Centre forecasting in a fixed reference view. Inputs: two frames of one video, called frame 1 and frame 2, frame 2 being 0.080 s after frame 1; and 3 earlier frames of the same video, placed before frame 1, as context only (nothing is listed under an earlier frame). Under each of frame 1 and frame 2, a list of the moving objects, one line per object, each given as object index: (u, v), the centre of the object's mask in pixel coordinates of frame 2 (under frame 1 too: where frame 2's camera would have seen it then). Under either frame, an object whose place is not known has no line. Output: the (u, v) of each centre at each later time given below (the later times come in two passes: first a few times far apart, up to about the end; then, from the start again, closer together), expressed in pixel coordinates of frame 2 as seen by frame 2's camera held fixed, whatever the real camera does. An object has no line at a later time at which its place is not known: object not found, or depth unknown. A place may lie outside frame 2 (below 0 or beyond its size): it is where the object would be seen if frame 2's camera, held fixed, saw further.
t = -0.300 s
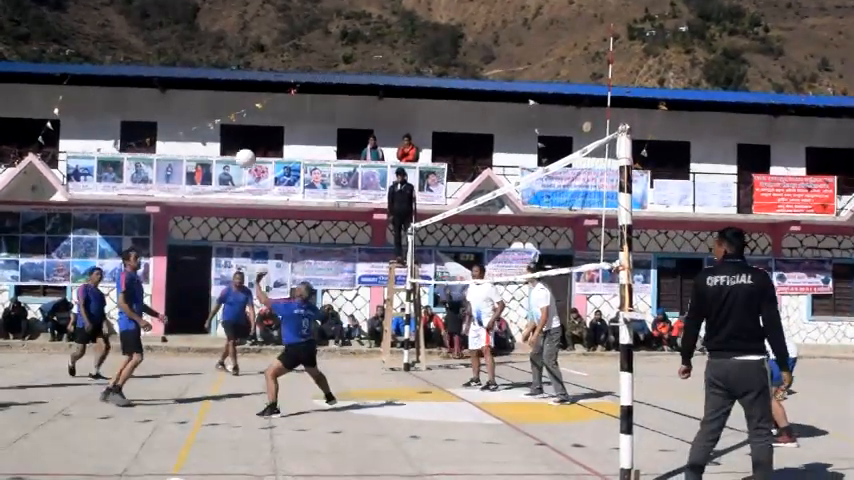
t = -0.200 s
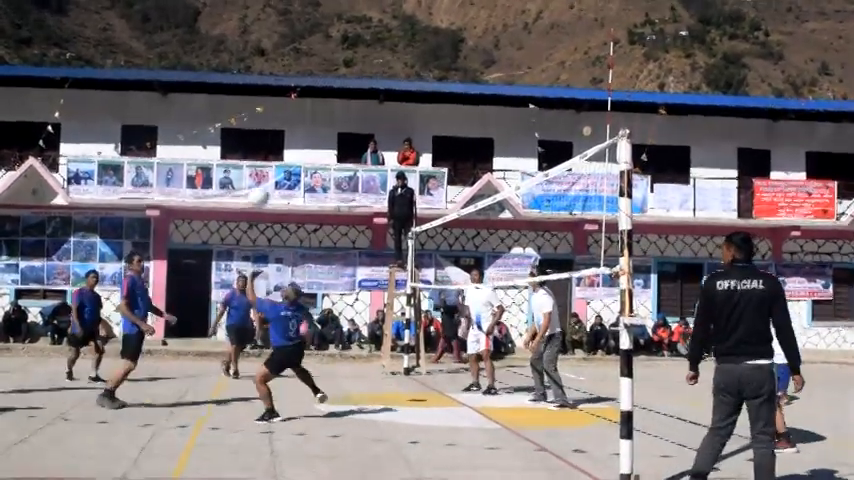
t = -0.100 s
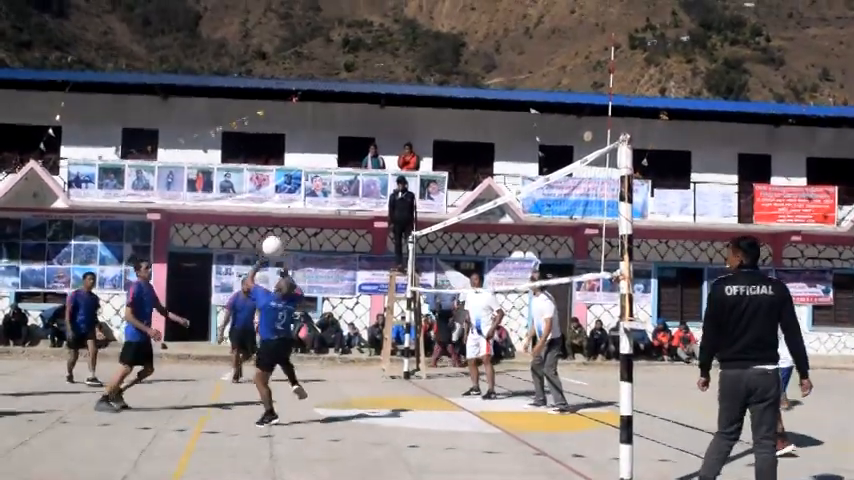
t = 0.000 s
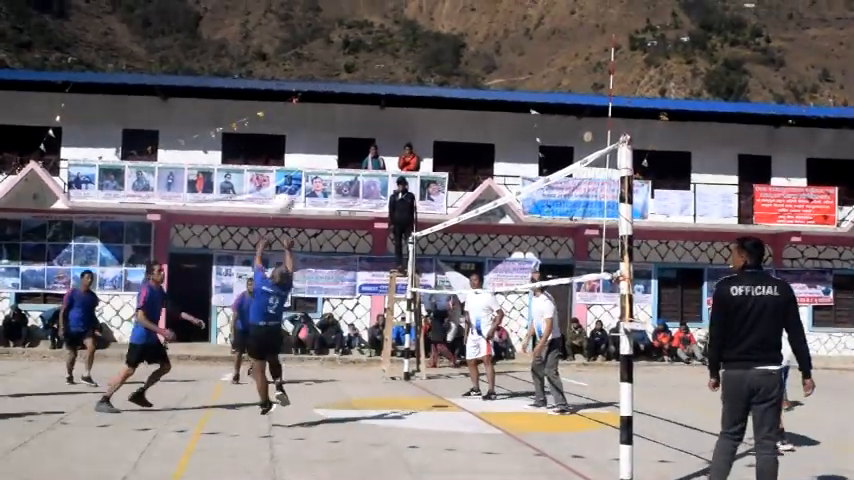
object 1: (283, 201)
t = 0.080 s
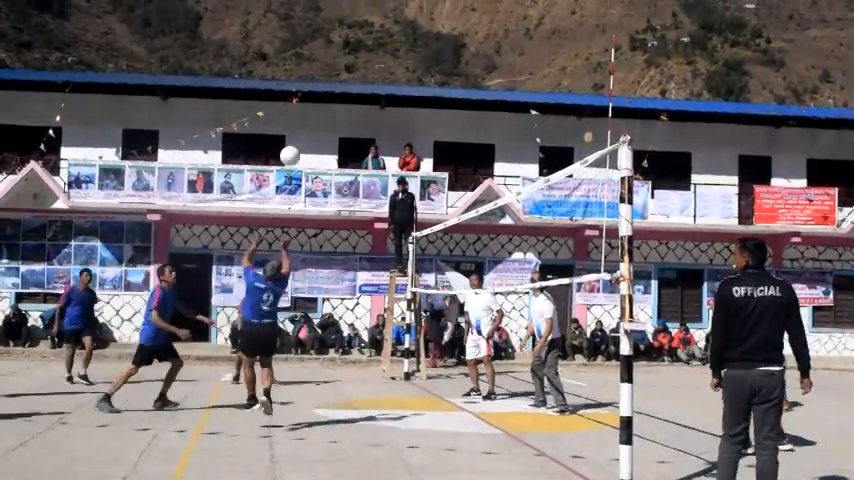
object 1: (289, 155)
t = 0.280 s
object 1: (303, 71)
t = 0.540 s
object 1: (316, 22)
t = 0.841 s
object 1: (327, 38)
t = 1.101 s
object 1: (334, 104)
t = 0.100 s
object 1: (289, 143)
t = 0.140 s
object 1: (294, 125)
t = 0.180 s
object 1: (297, 108)
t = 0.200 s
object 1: (298, 100)
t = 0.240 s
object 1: (300, 84)
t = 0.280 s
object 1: (303, 71)
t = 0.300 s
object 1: (304, 66)
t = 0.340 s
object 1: (306, 55)
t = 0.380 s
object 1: (308, 45)
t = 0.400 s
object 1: (309, 41)
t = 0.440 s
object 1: (311, 34)
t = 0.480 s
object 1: (313, 28)
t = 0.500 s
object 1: (314, 26)
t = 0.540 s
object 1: (316, 22)
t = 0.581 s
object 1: (318, 20)
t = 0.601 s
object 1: (318, 20)
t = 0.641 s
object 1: (320, 19)
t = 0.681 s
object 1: (322, 21)
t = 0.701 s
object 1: (323, 22)
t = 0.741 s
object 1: (324, 25)
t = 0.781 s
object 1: (325, 29)
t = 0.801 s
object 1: (326, 32)
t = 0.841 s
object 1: (327, 38)
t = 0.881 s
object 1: (328, 45)
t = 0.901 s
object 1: (328, 48)
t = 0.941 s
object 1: (329, 57)
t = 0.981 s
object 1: (331, 67)
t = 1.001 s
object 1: (331, 73)
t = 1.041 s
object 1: (332, 84)
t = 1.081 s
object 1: (333, 97)
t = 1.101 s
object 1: (334, 104)
